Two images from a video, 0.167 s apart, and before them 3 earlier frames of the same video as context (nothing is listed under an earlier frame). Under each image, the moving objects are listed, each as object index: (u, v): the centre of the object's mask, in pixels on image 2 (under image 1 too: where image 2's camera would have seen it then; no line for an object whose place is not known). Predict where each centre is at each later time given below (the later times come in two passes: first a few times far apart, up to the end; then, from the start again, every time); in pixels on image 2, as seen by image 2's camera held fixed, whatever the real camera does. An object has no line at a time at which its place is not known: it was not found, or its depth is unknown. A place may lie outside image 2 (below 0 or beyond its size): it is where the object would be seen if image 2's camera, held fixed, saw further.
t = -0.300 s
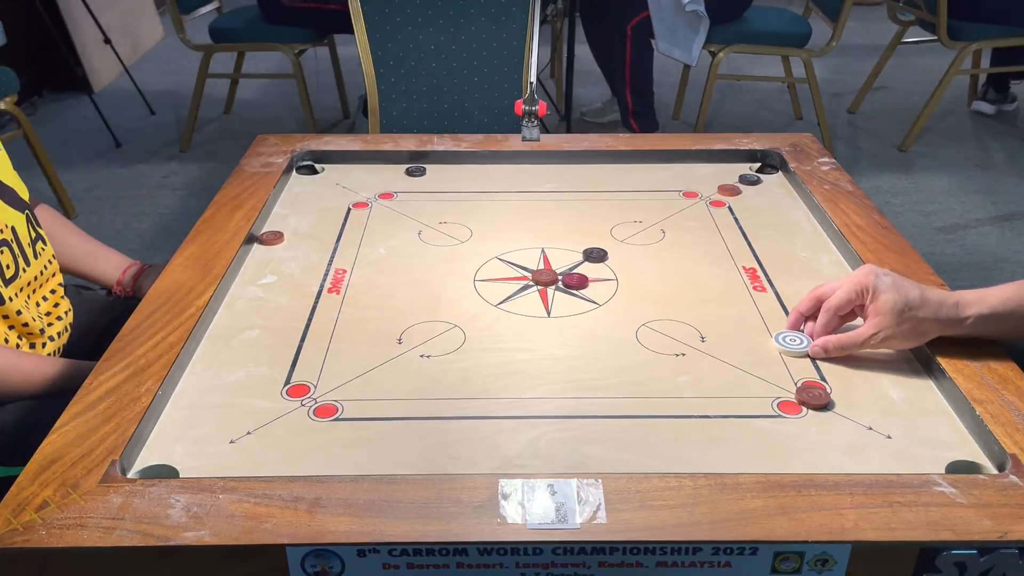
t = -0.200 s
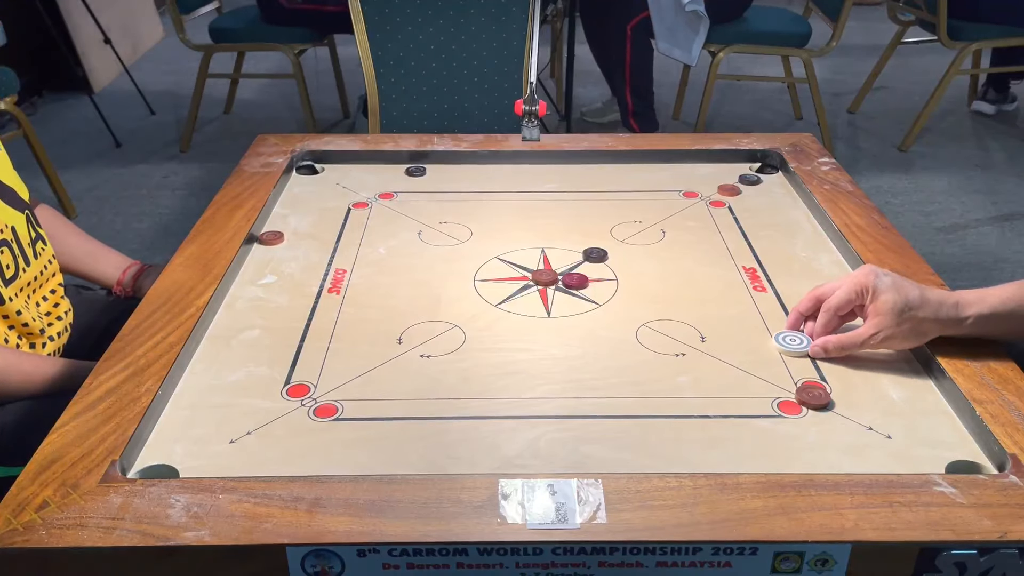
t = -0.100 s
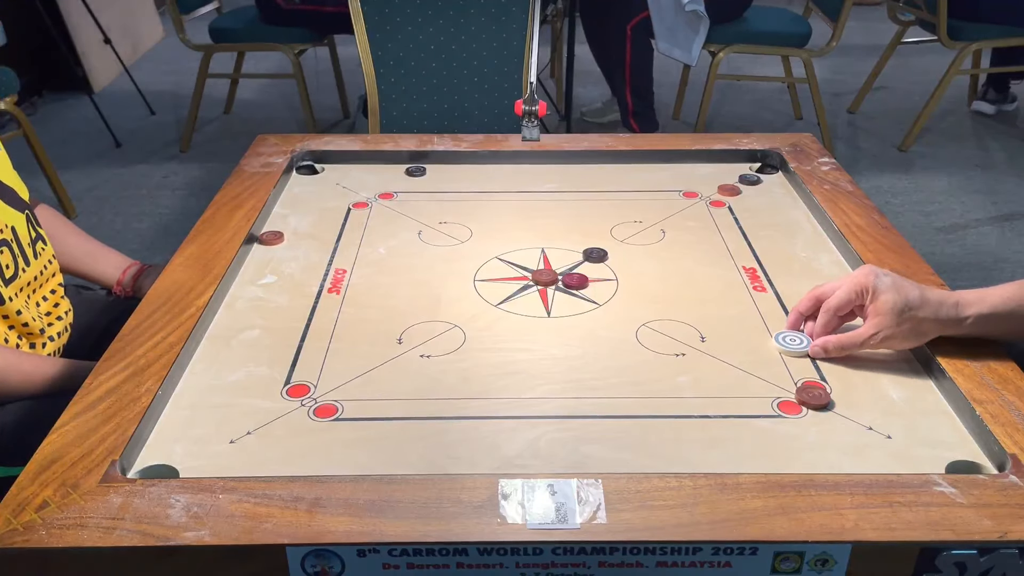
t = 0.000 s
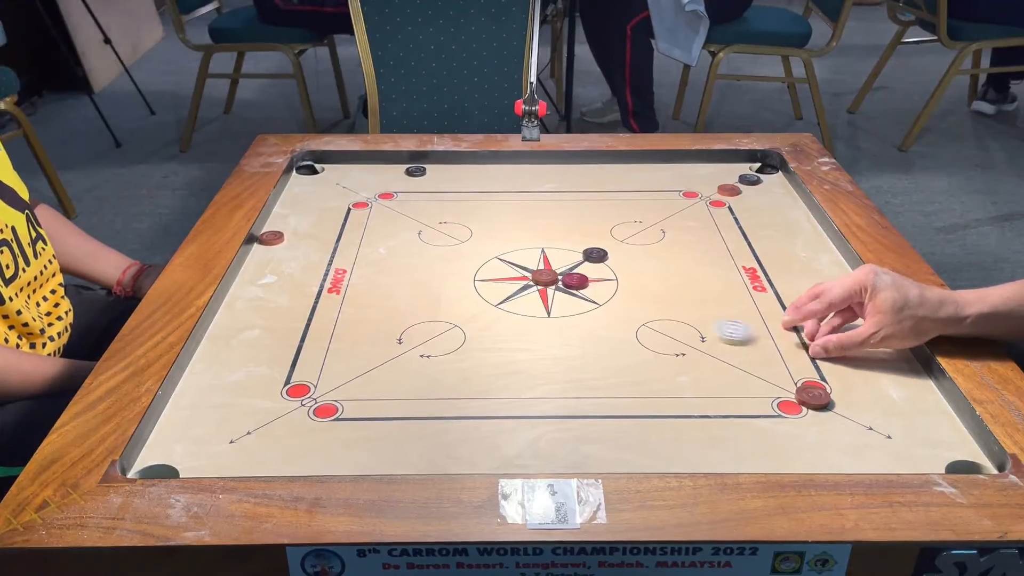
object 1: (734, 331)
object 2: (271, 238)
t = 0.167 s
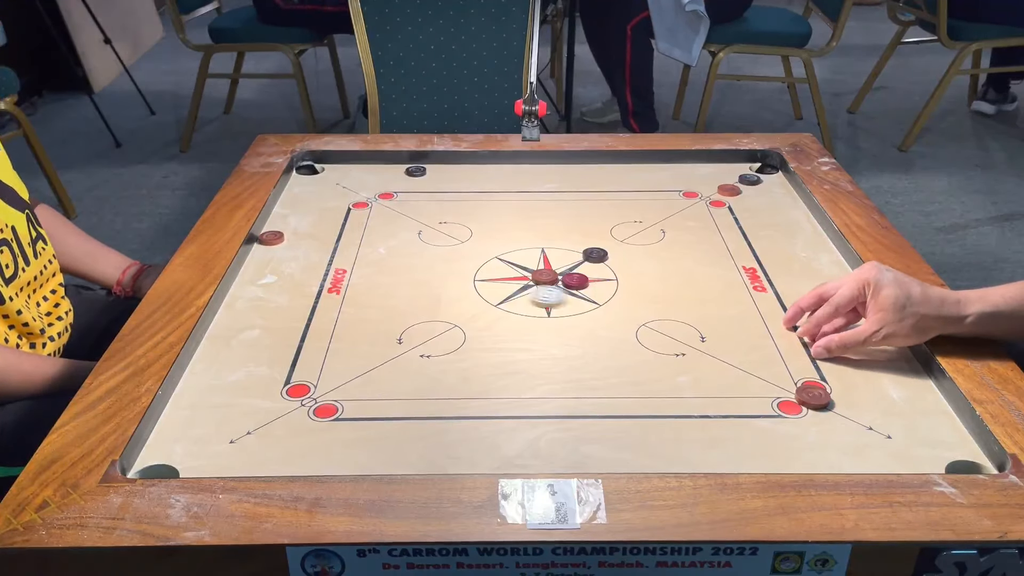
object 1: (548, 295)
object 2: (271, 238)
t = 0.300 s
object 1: (426, 272)
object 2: (271, 238)
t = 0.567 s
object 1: (273, 247)
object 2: (300, 217)
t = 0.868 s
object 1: (306, 254)
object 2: (378, 170)
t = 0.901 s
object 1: (306, 254)
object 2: (381, 173)
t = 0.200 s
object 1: (516, 289)
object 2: (271, 238)
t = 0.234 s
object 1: (485, 283)
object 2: (271, 238)
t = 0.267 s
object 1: (455, 277)
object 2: (271, 238)
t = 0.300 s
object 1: (426, 272)
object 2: (271, 238)
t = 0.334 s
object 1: (399, 266)
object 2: (271, 238)
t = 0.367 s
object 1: (373, 261)
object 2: (271, 238)
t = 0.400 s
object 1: (346, 256)
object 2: (271, 238)
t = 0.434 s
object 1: (322, 252)
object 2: (271, 238)
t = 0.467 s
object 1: (299, 248)
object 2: (271, 238)
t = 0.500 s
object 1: (281, 245)
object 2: (273, 234)
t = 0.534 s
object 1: (268, 246)
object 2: (287, 225)
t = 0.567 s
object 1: (273, 247)
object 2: (300, 217)
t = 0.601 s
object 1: (279, 249)
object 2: (312, 208)
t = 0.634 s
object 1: (285, 250)
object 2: (323, 201)
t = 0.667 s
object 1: (290, 251)
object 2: (333, 194)
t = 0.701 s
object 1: (295, 251)
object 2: (342, 187)
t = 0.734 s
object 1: (299, 252)
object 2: (352, 181)
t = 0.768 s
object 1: (302, 253)
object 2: (360, 175)
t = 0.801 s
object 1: (304, 253)
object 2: (367, 170)
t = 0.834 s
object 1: (305, 254)
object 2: (374, 167)
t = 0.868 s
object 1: (306, 254)
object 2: (378, 170)
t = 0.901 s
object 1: (306, 254)
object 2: (381, 173)
